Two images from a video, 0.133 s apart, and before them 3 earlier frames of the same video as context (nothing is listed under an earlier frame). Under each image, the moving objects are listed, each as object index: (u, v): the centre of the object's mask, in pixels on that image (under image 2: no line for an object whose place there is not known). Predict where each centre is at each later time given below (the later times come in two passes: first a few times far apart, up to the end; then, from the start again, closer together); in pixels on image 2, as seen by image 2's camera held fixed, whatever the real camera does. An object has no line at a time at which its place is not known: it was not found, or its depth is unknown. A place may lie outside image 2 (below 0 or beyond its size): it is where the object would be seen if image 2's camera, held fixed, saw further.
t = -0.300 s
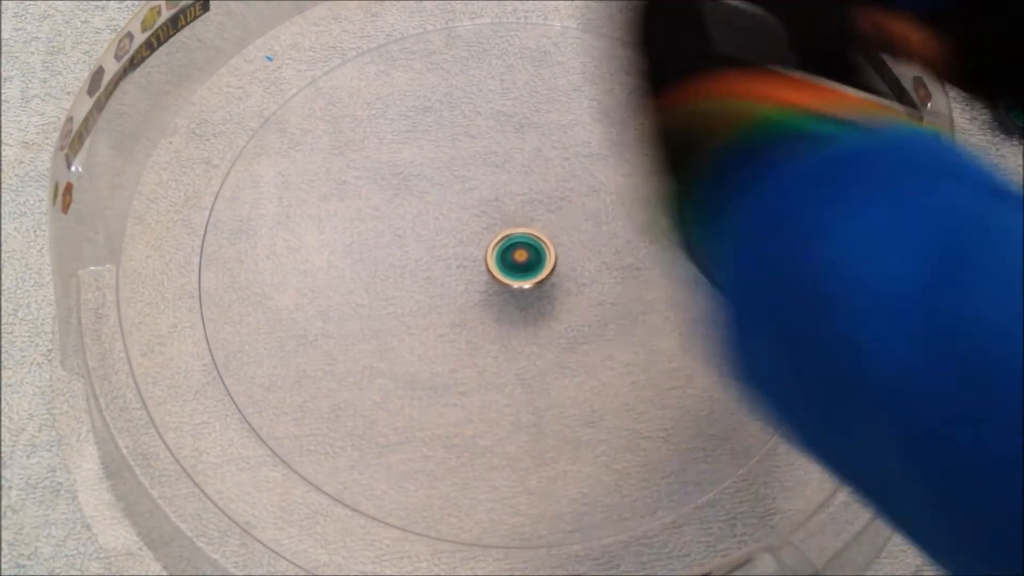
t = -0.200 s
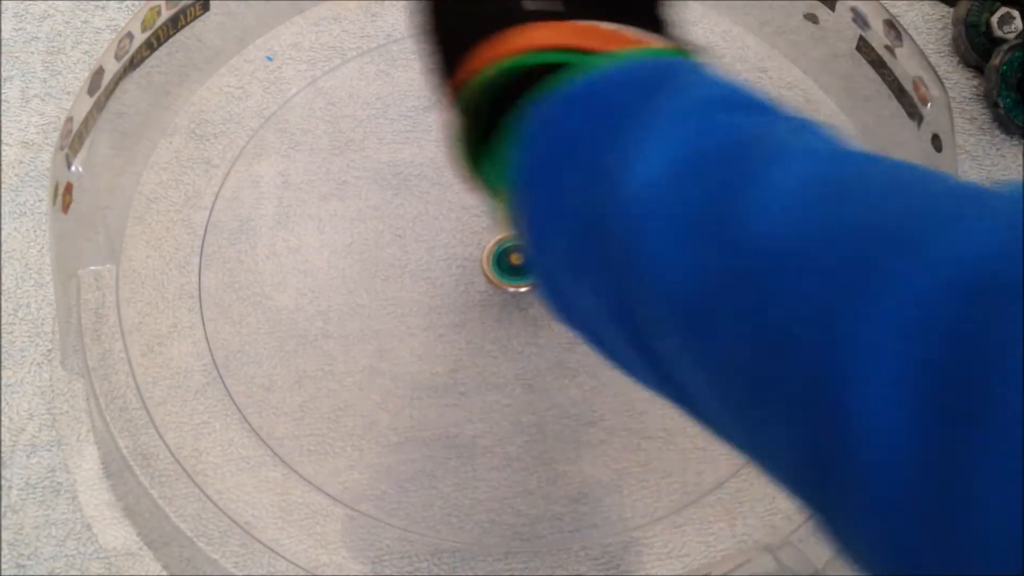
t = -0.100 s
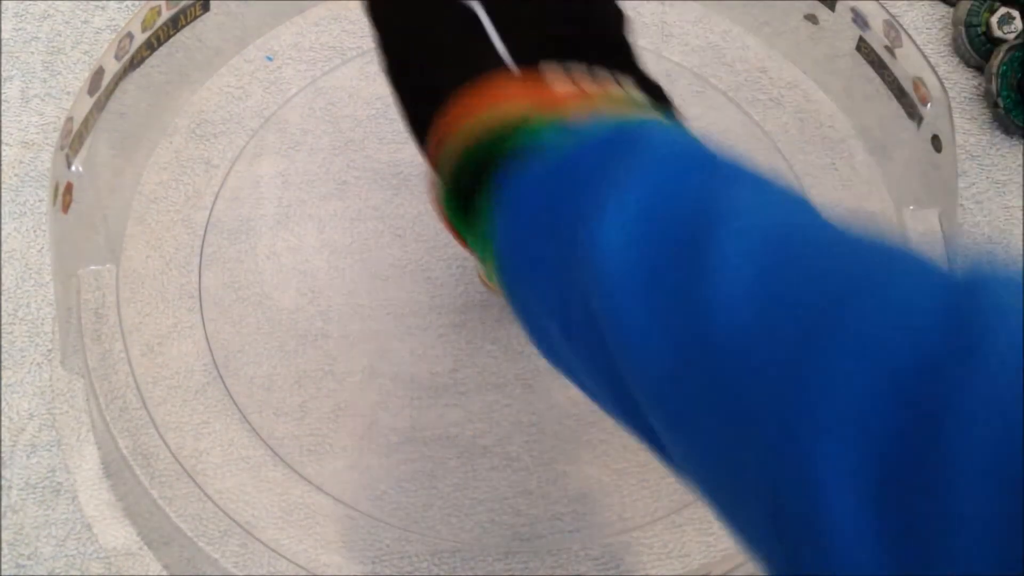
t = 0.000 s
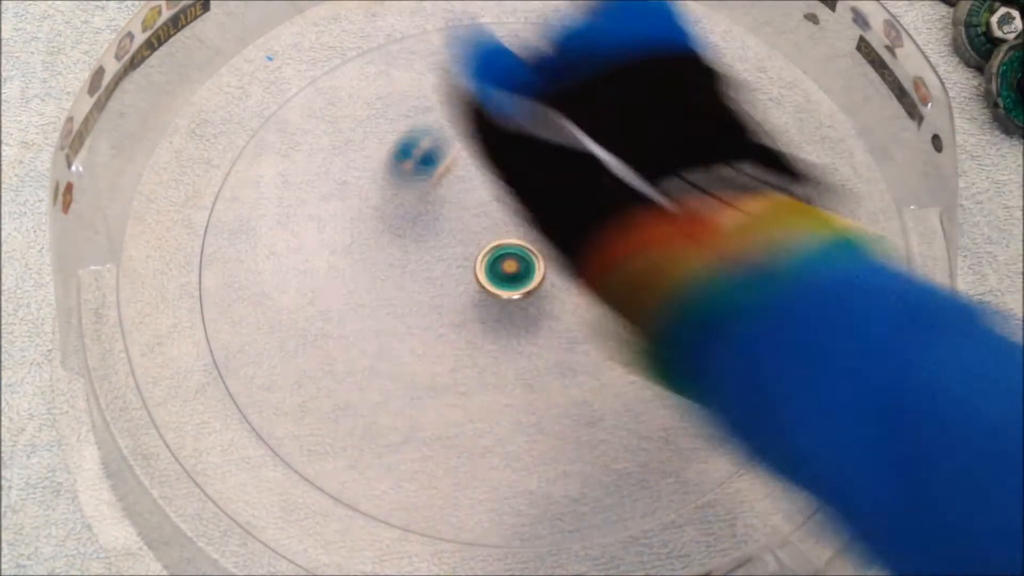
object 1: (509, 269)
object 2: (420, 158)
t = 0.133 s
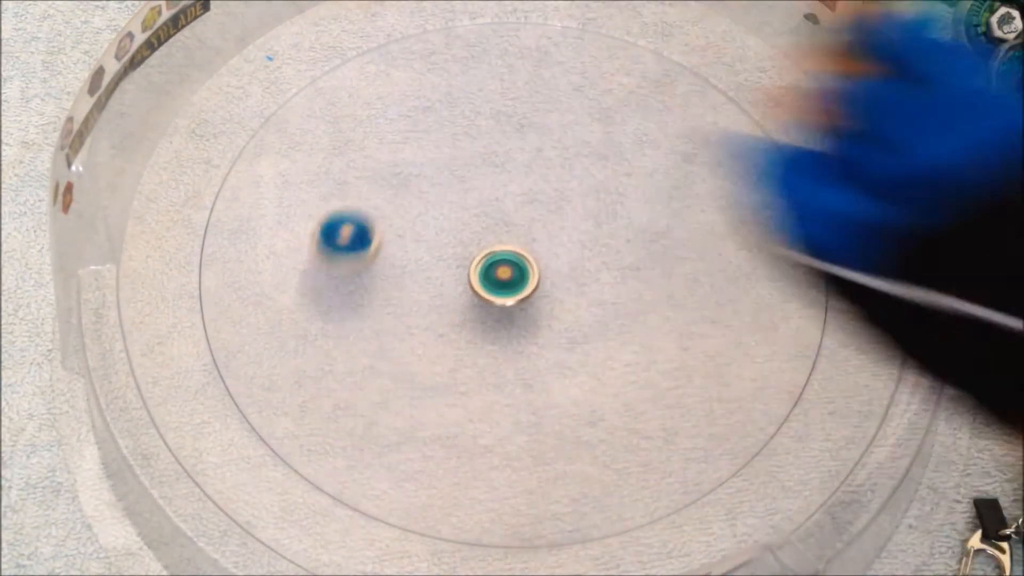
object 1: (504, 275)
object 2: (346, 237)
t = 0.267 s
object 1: (497, 278)
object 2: (347, 306)
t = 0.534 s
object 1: (484, 277)
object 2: (396, 338)
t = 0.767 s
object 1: (538, 206)
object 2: (390, 358)
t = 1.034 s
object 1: (514, 119)
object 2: (458, 324)
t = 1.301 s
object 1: (435, 150)
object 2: (484, 221)
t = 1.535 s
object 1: (336, 92)
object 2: (588, 343)
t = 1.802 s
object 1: (338, 196)
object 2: (620, 268)
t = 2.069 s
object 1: (495, 266)
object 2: (572, 166)
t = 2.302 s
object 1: (607, 215)
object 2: (464, 170)
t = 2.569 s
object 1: (582, 162)
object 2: (476, 294)
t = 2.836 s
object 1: (533, 216)
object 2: (598, 287)
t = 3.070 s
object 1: (430, 256)
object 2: (626, 207)
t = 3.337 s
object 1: (368, 331)
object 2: (513, 191)
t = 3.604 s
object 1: (423, 362)
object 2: (446, 301)
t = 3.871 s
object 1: (324, 525)
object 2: (642, 69)
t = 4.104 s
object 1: (405, 450)
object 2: (540, 71)
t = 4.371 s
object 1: (444, 321)
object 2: (383, 190)
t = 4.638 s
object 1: (436, 195)
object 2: (406, 331)
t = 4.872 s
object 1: (424, 138)
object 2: (523, 354)
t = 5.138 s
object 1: (434, 141)
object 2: (552, 252)
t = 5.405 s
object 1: (404, 16)
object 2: (570, 425)
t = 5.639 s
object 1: (392, 18)
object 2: (641, 518)
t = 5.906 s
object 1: (446, 118)
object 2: (626, 353)
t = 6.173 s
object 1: (408, 154)
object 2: (601, 316)
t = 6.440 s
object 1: (336, 221)
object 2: (592, 327)
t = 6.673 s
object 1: (393, 326)
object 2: (508, 243)
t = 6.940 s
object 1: (493, 345)
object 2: (441, 204)
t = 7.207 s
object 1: (525, 305)
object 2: (417, 190)
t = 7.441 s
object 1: (520, 273)
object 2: (427, 197)
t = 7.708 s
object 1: (525, 272)
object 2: (457, 198)
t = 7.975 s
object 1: (530, 265)
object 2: (484, 207)
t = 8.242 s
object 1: (563, 318)
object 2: (477, 178)
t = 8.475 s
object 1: (557, 312)
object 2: (482, 219)
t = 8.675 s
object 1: (541, 310)
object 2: (483, 242)
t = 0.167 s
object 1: (502, 276)
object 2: (340, 264)
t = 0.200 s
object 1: (501, 277)
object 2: (340, 281)
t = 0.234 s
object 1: (499, 278)
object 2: (343, 296)
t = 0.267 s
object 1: (497, 278)
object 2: (347, 306)
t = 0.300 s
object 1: (496, 278)
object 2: (352, 314)
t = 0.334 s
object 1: (495, 279)
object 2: (357, 322)
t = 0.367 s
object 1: (493, 278)
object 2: (362, 327)
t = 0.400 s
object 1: (491, 278)
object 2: (368, 331)
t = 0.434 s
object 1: (489, 278)
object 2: (374, 334)
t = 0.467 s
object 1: (488, 278)
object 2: (381, 336)
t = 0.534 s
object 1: (484, 277)
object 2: (396, 338)
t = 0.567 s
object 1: (483, 276)
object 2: (405, 336)
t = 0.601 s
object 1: (481, 275)
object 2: (414, 333)
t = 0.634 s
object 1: (479, 274)
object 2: (423, 329)
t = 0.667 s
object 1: (478, 273)
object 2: (432, 325)
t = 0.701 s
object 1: (497, 255)
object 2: (416, 337)
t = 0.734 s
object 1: (520, 229)
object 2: (399, 351)
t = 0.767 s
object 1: (538, 206)
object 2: (390, 358)
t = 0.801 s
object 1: (550, 185)
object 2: (388, 361)
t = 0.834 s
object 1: (556, 168)
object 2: (395, 363)
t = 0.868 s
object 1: (559, 153)
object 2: (405, 361)
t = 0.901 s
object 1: (557, 143)
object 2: (416, 358)
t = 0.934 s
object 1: (550, 134)
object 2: (427, 353)
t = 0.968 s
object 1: (540, 127)
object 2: (439, 345)
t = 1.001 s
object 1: (528, 122)
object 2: (448, 335)
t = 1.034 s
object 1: (514, 119)
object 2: (458, 324)
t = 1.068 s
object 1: (498, 117)
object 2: (466, 311)
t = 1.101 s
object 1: (482, 116)
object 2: (474, 297)
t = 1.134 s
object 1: (467, 117)
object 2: (479, 281)
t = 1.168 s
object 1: (455, 122)
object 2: (484, 267)
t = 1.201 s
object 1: (447, 127)
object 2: (485, 253)
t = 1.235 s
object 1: (442, 135)
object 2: (486, 240)
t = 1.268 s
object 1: (438, 142)
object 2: (487, 229)
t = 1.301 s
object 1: (435, 150)
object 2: (484, 221)
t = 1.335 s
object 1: (434, 158)
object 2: (480, 215)
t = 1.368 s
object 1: (417, 143)
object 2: (495, 232)
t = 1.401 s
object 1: (395, 118)
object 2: (518, 262)
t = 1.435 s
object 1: (377, 99)
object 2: (541, 292)
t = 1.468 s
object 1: (361, 89)
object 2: (558, 312)
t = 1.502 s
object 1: (348, 87)
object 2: (575, 332)
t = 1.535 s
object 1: (336, 92)
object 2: (588, 343)
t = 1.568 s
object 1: (327, 101)
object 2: (597, 348)
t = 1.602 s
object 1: (320, 111)
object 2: (605, 348)
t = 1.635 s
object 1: (316, 121)
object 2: (610, 342)
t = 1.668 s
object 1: (315, 133)
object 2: (615, 333)
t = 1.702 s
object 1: (317, 146)
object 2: (618, 318)
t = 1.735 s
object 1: (322, 163)
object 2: (620, 301)
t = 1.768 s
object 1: (329, 181)
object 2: (621, 284)
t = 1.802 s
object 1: (338, 196)
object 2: (620, 268)
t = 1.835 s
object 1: (352, 212)
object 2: (618, 253)
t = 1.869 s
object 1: (368, 224)
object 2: (615, 240)
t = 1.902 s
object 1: (387, 236)
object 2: (612, 229)
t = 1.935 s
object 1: (406, 247)
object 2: (606, 216)
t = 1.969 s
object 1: (428, 256)
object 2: (601, 205)
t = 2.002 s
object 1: (451, 262)
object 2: (593, 191)
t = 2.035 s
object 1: (474, 266)
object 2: (583, 178)
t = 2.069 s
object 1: (495, 266)
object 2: (572, 166)
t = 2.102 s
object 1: (517, 264)
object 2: (558, 157)
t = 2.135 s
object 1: (539, 260)
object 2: (544, 152)
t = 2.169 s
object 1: (557, 254)
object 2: (528, 149)
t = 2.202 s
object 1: (574, 246)
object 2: (511, 149)
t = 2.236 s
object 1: (587, 237)
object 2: (495, 152)
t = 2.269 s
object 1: (598, 227)
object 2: (478, 159)
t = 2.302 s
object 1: (607, 215)
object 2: (464, 170)
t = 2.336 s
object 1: (613, 205)
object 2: (453, 183)
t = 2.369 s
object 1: (616, 195)
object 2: (445, 200)
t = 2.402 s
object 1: (616, 185)
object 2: (442, 216)
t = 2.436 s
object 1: (615, 177)
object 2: (442, 234)
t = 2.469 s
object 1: (610, 169)
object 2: (445, 249)
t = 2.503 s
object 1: (603, 164)
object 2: (451, 266)
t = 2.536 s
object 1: (594, 161)
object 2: (462, 281)
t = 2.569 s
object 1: (582, 162)
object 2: (476, 294)
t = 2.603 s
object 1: (574, 163)
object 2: (490, 303)
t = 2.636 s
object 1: (565, 167)
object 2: (508, 310)
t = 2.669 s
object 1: (556, 178)
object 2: (527, 314)
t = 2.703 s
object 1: (552, 186)
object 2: (543, 315)
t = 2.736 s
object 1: (548, 195)
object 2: (561, 312)
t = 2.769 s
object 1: (544, 202)
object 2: (576, 306)
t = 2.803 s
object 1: (539, 209)
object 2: (590, 297)
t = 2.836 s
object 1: (533, 216)
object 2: (598, 287)
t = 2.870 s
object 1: (529, 223)
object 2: (602, 275)
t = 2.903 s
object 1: (525, 230)
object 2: (603, 262)
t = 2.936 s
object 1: (523, 235)
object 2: (599, 249)
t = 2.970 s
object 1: (520, 240)
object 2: (594, 238)
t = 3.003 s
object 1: (491, 245)
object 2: (607, 226)
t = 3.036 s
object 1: (458, 251)
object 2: (620, 215)
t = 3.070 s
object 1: (430, 256)
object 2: (626, 207)
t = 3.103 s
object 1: (410, 261)
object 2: (624, 198)
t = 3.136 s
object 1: (392, 269)
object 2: (616, 192)
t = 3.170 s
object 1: (380, 277)
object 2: (604, 186)
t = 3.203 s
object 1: (374, 287)
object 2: (588, 182)
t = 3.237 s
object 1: (370, 297)
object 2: (572, 180)
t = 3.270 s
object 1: (367, 308)
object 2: (551, 180)
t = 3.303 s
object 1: (367, 321)
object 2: (532, 184)
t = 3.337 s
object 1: (368, 331)
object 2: (513, 191)
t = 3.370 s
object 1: (371, 342)
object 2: (497, 200)
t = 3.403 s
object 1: (376, 351)
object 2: (481, 211)
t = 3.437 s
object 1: (382, 360)
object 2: (468, 224)
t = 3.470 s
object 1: (390, 365)
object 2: (457, 238)
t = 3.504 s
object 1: (399, 367)
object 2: (450, 254)
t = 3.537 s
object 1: (406, 367)
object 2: (445, 270)
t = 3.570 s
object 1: (415, 365)
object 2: (444, 285)
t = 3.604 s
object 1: (423, 362)
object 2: (446, 301)
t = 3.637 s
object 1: (404, 390)
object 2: (471, 284)
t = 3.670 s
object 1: (368, 443)
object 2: (512, 244)
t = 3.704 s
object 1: (339, 479)
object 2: (545, 208)
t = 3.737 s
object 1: (321, 505)
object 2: (579, 172)
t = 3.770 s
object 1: (305, 534)
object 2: (603, 138)
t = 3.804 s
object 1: (305, 538)
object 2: (623, 110)
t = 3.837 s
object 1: (313, 533)
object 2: (636, 86)
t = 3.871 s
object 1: (324, 525)
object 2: (642, 69)
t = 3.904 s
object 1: (336, 517)
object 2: (641, 57)
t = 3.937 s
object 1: (347, 509)
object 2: (635, 51)
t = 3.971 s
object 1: (359, 500)
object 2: (624, 50)
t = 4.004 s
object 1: (371, 490)
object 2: (606, 52)
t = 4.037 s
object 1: (384, 480)
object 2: (586, 57)
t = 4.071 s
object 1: (395, 466)
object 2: (563, 63)
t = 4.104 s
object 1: (405, 450)
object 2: (540, 71)
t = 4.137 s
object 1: (414, 435)
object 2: (516, 83)
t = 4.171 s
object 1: (421, 419)
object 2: (493, 94)
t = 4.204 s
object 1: (429, 403)
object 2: (468, 108)
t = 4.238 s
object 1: (434, 387)
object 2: (447, 122)
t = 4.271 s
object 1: (438, 370)
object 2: (426, 139)
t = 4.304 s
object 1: (441, 353)
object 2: (408, 155)
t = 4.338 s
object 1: (443, 337)
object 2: (394, 174)
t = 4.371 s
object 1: (444, 321)
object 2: (383, 190)
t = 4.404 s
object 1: (444, 305)
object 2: (375, 209)
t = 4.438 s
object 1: (443, 291)
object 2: (368, 232)
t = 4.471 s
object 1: (441, 276)
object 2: (366, 250)
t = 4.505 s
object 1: (441, 258)
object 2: (367, 270)
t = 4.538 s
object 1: (440, 241)
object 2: (373, 289)
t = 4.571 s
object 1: (440, 225)
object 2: (380, 306)
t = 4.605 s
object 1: (438, 210)
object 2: (392, 320)
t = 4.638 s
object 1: (436, 195)
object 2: (406, 331)
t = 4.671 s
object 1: (435, 184)
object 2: (420, 341)
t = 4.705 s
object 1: (433, 173)
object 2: (434, 349)
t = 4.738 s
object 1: (431, 163)
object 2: (452, 355)
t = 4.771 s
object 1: (429, 155)
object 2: (470, 360)
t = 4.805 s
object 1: (428, 148)
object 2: (490, 361)
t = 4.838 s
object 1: (426, 142)
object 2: (507, 359)
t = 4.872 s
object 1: (424, 138)
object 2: (523, 354)
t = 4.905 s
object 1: (422, 136)
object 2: (537, 345)
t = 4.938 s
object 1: (421, 135)
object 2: (547, 334)
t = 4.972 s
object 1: (421, 134)
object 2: (555, 322)
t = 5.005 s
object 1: (422, 135)
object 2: (560, 309)
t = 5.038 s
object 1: (424, 136)
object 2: (562, 295)
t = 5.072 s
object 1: (426, 137)
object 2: (561, 280)
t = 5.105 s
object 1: (430, 139)
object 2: (558, 265)
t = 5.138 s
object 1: (434, 141)
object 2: (552, 252)
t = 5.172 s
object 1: (438, 144)
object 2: (541, 239)
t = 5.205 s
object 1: (443, 147)
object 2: (531, 229)
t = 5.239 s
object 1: (448, 150)
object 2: (519, 219)
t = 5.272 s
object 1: (453, 153)
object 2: (504, 211)
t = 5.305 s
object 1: (451, 142)
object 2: (503, 230)
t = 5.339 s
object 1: (424, 76)
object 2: (527, 301)
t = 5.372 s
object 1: (410, 30)
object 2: (549, 368)
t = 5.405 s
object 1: (404, 16)
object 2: (570, 425)
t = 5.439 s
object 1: (401, 13)
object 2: (588, 473)
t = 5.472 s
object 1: (396, 11)
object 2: (605, 514)
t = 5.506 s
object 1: (390, 11)
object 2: (616, 530)
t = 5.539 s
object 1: (386, 12)
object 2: (622, 538)
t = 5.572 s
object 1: (386, 13)
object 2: (627, 535)
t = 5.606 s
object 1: (389, 15)
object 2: (634, 529)
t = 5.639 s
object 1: (392, 18)
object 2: (641, 518)
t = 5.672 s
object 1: (396, 21)
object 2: (648, 504)
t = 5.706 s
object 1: (401, 26)
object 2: (652, 488)
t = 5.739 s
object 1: (408, 40)
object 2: (654, 466)
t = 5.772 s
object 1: (416, 55)
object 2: (654, 446)
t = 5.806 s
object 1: (424, 70)
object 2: (651, 423)
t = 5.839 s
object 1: (432, 85)
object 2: (646, 400)
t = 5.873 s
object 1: (439, 102)
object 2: (637, 376)
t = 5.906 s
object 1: (446, 118)
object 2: (626, 353)
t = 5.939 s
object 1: (454, 137)
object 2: (614, 328)
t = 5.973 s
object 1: (461, 153)
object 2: (600, 307)
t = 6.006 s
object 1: (468, 170)
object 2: (584, 285)
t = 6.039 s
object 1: (476, 186)
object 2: (567, 268)
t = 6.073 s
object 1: (486, 203)
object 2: (549, 252)
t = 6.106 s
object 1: (468, 192)
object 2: (561, 266)
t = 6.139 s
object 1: (435, 172)
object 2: (584, 294)
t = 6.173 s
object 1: (408, 154)
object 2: (601, 316)
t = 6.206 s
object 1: (383, 140)
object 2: (615, 335)
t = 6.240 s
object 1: (365, 134)
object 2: (623, 352)
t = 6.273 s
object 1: (352, 135)
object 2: (625, 360)
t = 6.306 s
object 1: (343, 144)
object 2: (622, 361)
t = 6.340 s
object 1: (337, 163)
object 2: (616, 356)
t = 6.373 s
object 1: (334, 183)
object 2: (607, 348)
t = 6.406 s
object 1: (334, 203)
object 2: (599, 337)
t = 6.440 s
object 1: (336, 221)
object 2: (592, 327)
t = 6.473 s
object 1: (338, 239)
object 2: (581, 314)
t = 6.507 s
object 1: (344, 255)
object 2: (571, 300)
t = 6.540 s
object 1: (351, 272)
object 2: (559, 287)
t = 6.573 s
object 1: (359, 287)
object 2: (547, 274)
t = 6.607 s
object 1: (369, 302)
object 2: (533, 263)
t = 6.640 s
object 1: (380, 315)
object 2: (520, 252)
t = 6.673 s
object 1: (393, 326)
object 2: (508, 243)
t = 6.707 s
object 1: (405, 334)
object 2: (497, 236)
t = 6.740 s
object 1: (420, 341)
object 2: (486, 230)
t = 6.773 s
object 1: (433, 346)
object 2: (477, 223)
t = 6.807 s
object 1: (447, 350)
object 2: (469, 218)
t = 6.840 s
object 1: (460, 351)
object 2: (460, 214)
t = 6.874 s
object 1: (472, 350)
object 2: (454, 210)
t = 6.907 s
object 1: (482, 348)
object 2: (446, 207)
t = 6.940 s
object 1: (493, 345)
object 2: (441, 204)
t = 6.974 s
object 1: (505, 342)
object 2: (436, 201)
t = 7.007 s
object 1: (512, 338)
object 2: (431, 199)
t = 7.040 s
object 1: (517, 332)
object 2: (427, 197)
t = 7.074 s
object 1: (520, 325)
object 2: (425, 195)
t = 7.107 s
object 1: (522, 320)
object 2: (422, 193)
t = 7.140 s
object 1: (524, 314)
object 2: (420, 192)
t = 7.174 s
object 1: (525, 309)
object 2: (419, 190)
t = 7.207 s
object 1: (525, 305)
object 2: (417, 190)
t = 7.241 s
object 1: (526, 300)
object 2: (416, 189)
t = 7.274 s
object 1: (526, 295)
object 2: (416, 189)
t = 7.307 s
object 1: (525, 290)
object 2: (416, 190)
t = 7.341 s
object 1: (524, 286)
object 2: (417, 190)
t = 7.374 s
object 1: (523, 281)
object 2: (419, 192)
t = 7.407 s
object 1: (522, 277)
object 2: (422, 195)
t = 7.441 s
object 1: (520, 273)
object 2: (427, 197)
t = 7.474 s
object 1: (519, 269)
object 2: (431, 200)
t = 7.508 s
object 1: (517, 266)
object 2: (436, 202)
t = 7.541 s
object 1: (515, 263)
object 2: (442, 205)
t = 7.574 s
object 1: (513, 260)
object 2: (448, 208)
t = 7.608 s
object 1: (512, 257)
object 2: (454, 211)
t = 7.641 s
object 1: (512, 258)
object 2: (459, 212)
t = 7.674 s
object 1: (521, 267)
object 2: (457, 204)
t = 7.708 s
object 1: (525, 272)
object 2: (457, 198)
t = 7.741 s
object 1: (527, 273)
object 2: (459, 196)
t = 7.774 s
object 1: (528, 273)
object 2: (461, 196)
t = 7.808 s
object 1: (529, 272)
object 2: (464, 196)
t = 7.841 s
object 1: (530, 271)
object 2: (468, 198)
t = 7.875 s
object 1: (531, 269)
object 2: (471, 200)
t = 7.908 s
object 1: (530, 268)
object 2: (475, 202)
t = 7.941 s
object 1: (530, 266)
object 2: (479, 204)
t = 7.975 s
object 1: (530, 265)
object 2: (484, 207)
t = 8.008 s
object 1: (529, 264)
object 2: (488, 211)
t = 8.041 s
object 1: (532, 271)
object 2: (490, 209)
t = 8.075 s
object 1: (542, 292)
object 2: (485, 194)
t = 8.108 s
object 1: (548, 303)
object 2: (480, 183)
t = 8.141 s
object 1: (554, 311)
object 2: (478, 176)
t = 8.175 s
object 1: (559, 315)
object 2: (477, 174)
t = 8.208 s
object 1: (562, 317)
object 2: (477, 175)
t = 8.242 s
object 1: (563, 318)
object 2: (477, 178)
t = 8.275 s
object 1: (564, 318)
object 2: (477, 183)
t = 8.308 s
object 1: (564, 318)
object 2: (477, 187)
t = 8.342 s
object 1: (563, 317)
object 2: (477, 194)
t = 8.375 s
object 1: (562, 316)
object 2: (478, 200)
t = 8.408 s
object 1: (561, 314)
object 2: (479, 206)
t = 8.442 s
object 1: (559, 313)
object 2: (480, 212)
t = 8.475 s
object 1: (557, 312)
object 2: (482, 219)
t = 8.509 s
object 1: (554, 310)
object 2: (484, 225)
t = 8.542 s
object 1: (551, 308)
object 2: (486, 231)
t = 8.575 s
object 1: (547, 305)
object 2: (487, 238)
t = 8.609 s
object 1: (543, 303)
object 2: (489, 244)
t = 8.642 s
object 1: (539, 301)
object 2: (491, 250)
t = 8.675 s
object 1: (541, 310)
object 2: (483, 242)
